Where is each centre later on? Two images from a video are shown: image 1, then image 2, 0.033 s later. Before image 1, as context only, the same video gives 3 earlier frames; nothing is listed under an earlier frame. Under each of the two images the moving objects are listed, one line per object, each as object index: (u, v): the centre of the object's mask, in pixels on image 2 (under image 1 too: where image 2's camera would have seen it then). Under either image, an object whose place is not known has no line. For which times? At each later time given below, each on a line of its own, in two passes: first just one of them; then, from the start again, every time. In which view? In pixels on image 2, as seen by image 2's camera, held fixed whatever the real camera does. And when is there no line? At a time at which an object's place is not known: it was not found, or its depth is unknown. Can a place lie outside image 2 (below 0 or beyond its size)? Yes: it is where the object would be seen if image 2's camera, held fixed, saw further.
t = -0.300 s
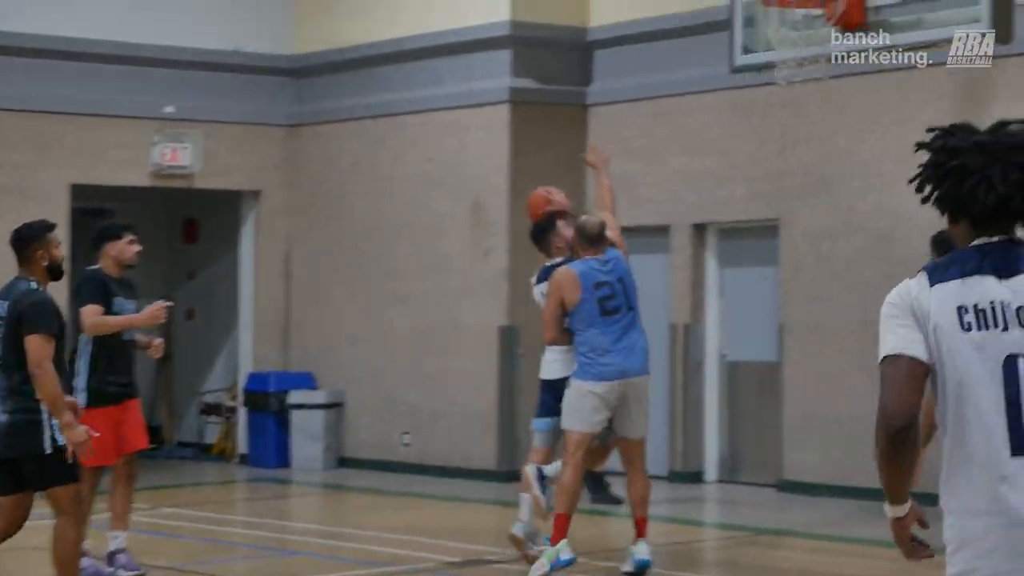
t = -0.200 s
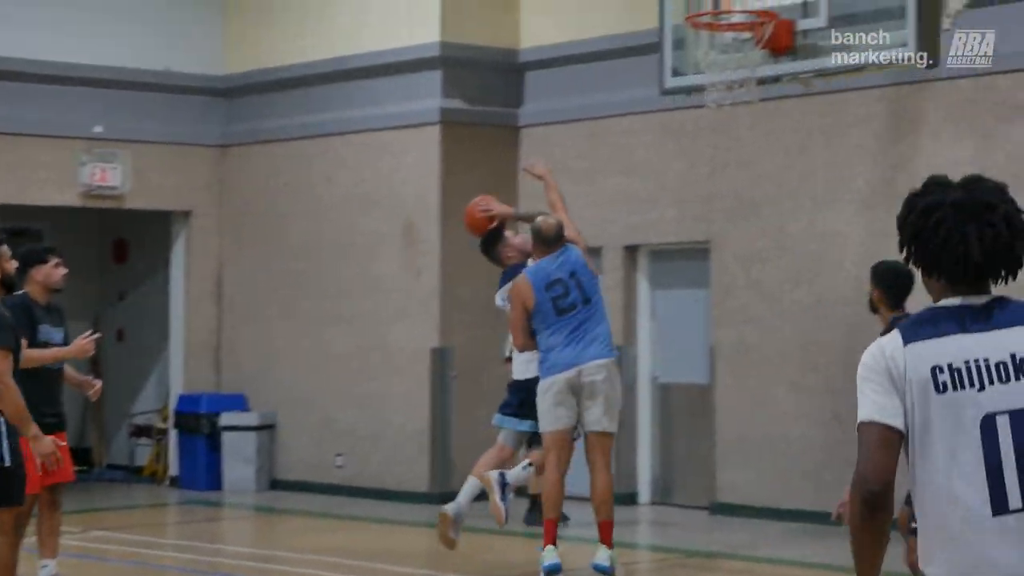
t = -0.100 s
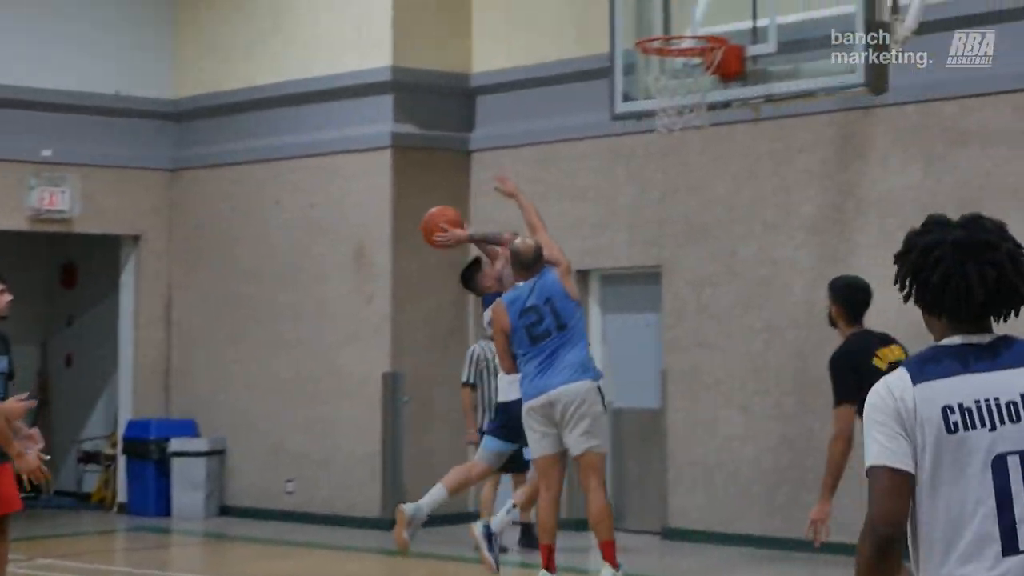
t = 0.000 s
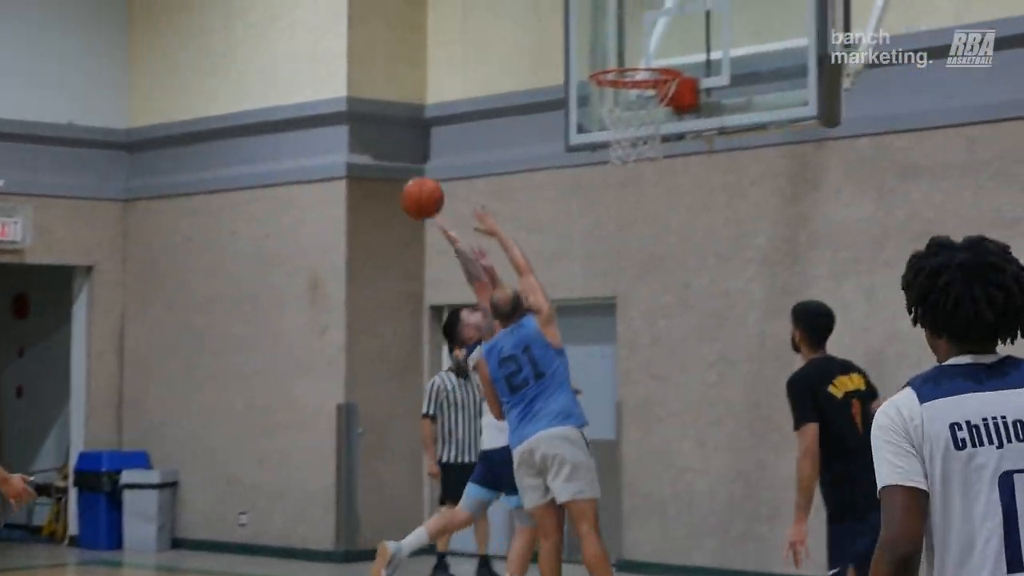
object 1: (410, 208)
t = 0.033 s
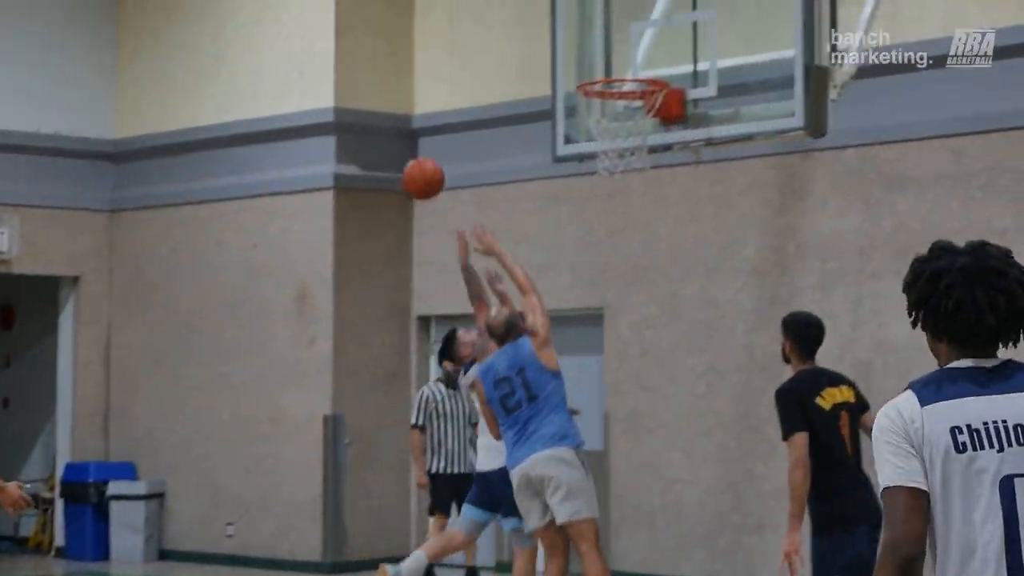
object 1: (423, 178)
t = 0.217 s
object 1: (491, 51)
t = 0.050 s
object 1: (429, 164)
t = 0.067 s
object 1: (435, 150)
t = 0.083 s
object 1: (441, 138)
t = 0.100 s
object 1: (447, 125)
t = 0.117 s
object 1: (454, 113)
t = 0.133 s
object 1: (460, 102)
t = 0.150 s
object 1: (466, 90)
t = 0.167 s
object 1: (473, 79)
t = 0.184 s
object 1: (479, 70)
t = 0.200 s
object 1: (485, 60)
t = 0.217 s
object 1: (491, 51)
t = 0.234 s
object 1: (497, 42)
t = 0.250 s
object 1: (503, 34)
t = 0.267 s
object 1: (510, 27)
